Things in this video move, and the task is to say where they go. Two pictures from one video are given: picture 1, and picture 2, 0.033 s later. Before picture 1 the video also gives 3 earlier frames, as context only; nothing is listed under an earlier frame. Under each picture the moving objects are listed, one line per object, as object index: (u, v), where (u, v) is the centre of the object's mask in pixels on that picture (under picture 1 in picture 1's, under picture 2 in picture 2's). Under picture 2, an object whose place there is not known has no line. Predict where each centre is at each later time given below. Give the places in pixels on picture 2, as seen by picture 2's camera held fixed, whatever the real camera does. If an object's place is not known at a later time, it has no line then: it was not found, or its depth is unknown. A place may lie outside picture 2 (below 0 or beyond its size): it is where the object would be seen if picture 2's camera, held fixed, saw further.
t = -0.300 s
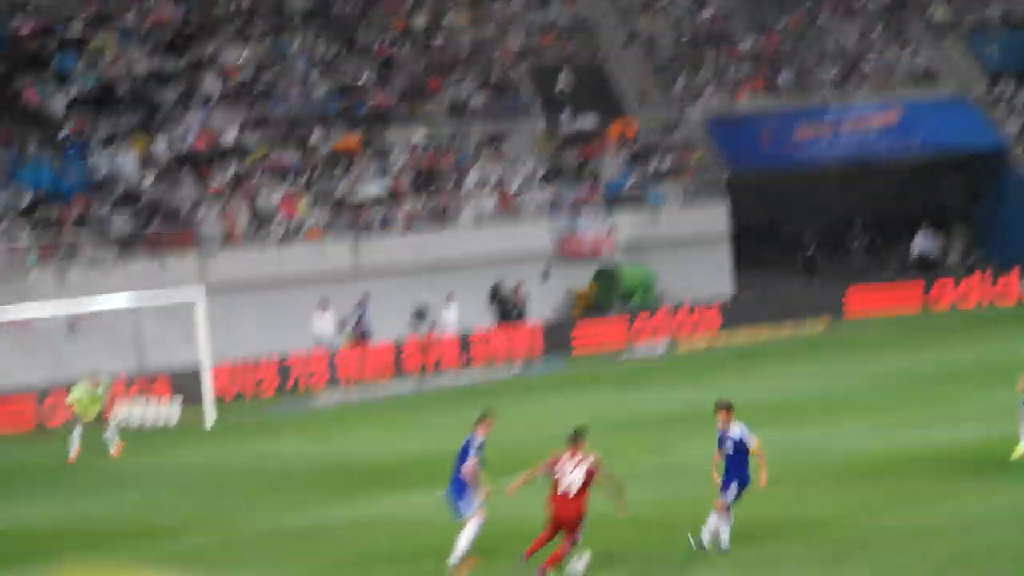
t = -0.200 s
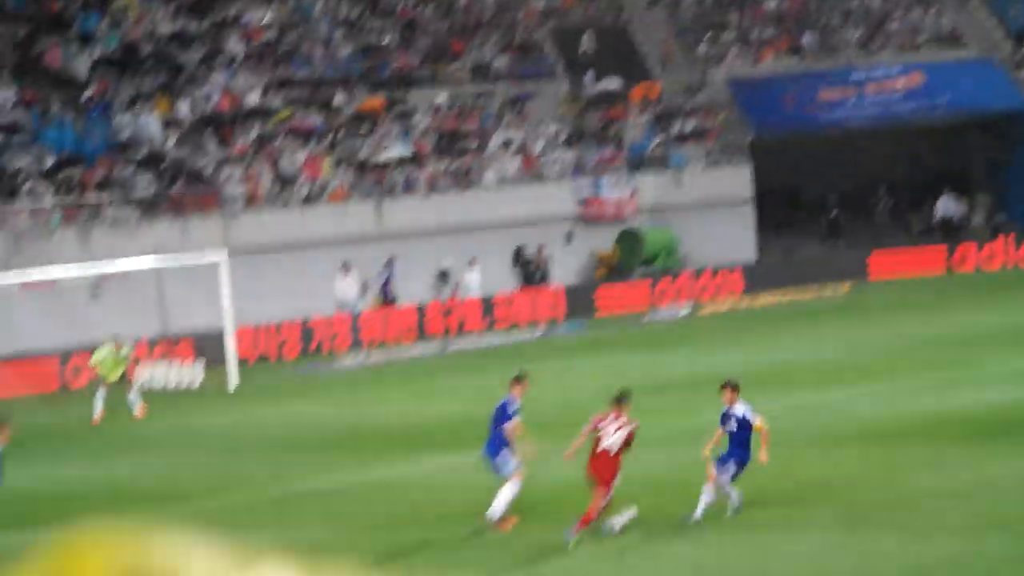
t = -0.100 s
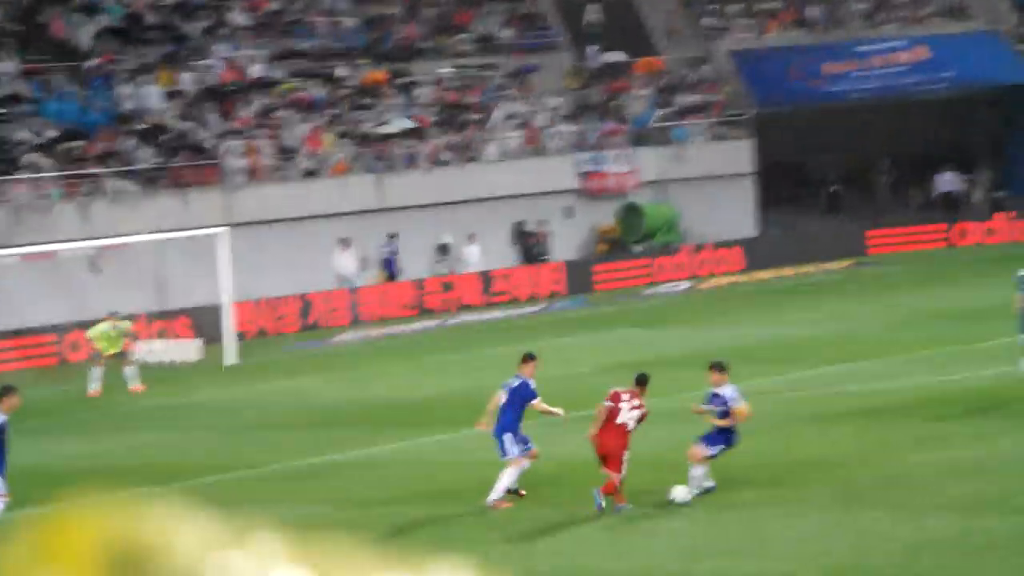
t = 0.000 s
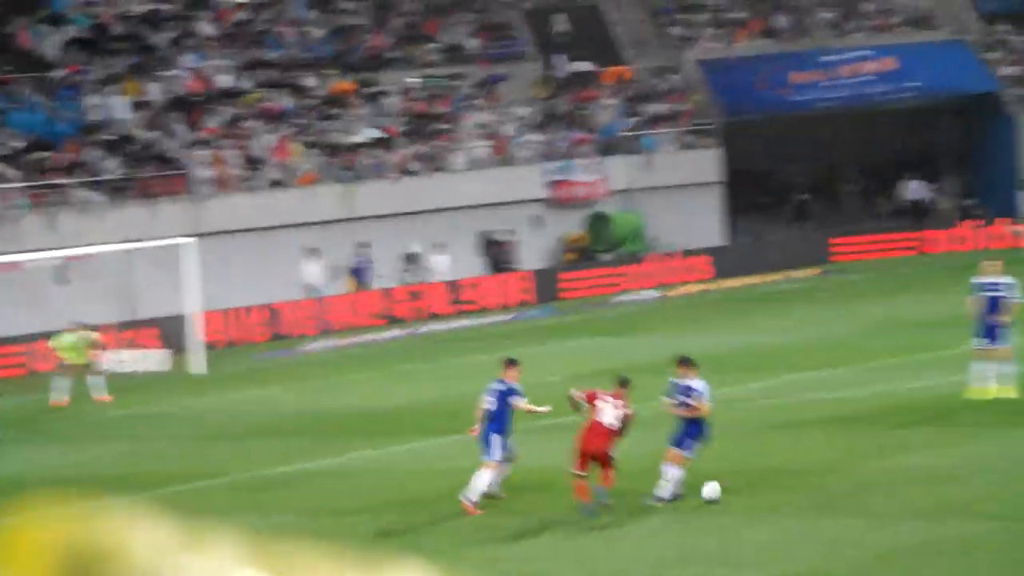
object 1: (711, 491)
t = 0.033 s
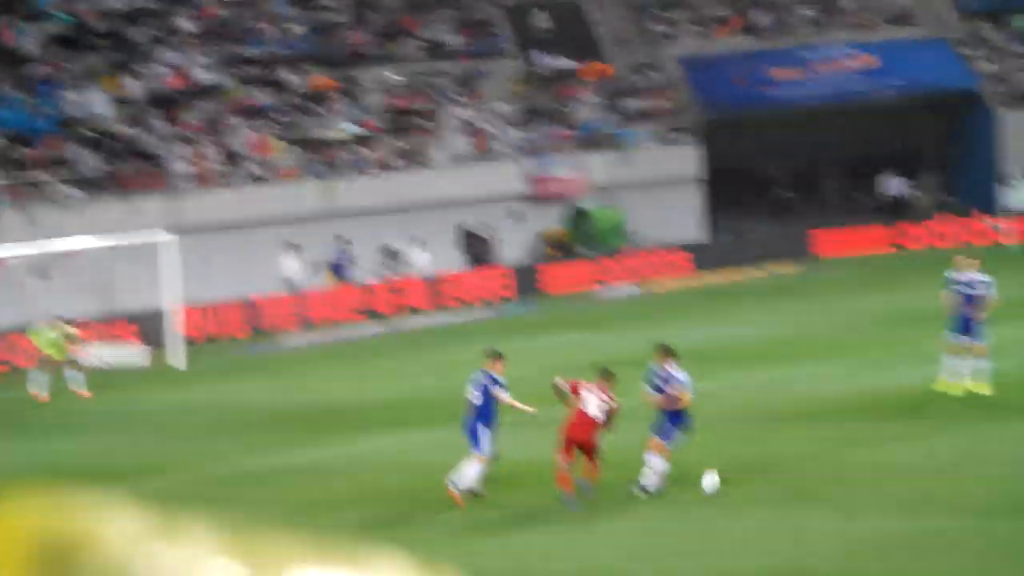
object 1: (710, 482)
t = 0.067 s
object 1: (728, 480)
